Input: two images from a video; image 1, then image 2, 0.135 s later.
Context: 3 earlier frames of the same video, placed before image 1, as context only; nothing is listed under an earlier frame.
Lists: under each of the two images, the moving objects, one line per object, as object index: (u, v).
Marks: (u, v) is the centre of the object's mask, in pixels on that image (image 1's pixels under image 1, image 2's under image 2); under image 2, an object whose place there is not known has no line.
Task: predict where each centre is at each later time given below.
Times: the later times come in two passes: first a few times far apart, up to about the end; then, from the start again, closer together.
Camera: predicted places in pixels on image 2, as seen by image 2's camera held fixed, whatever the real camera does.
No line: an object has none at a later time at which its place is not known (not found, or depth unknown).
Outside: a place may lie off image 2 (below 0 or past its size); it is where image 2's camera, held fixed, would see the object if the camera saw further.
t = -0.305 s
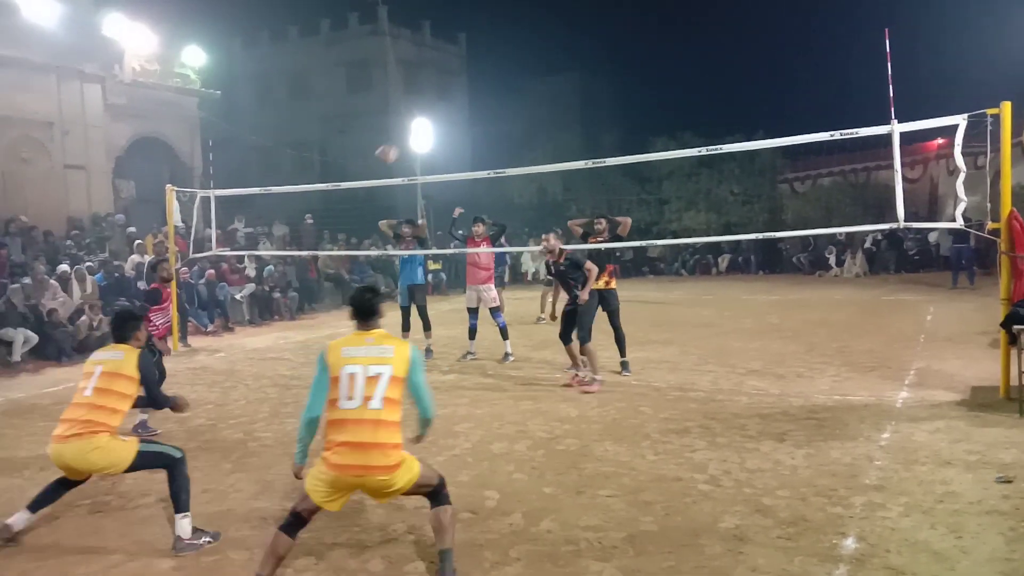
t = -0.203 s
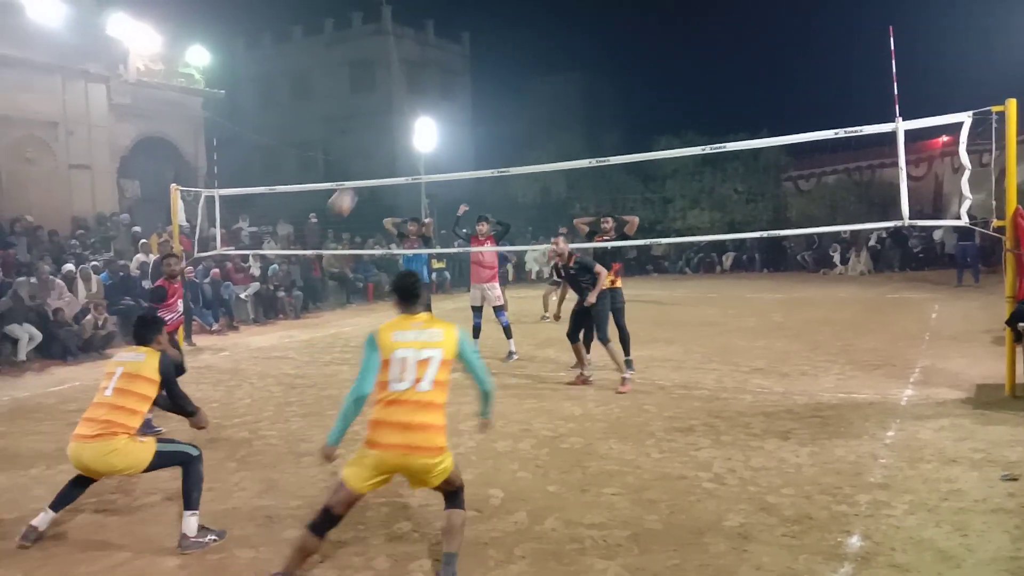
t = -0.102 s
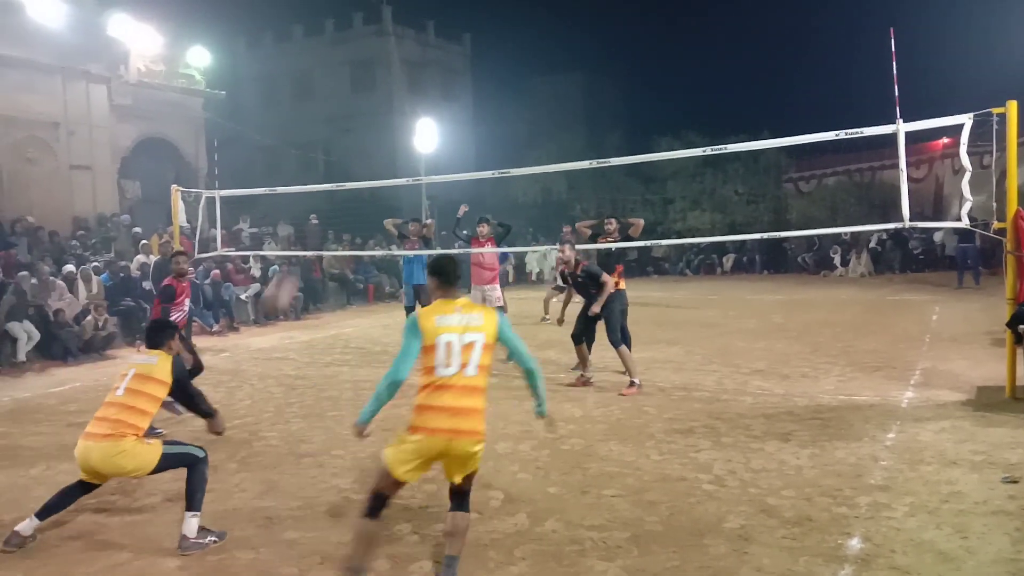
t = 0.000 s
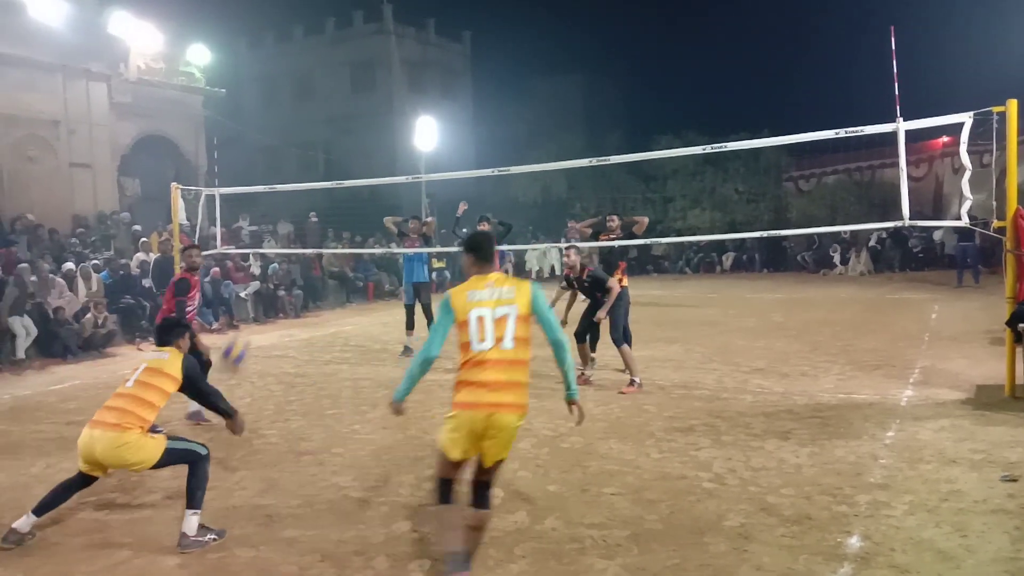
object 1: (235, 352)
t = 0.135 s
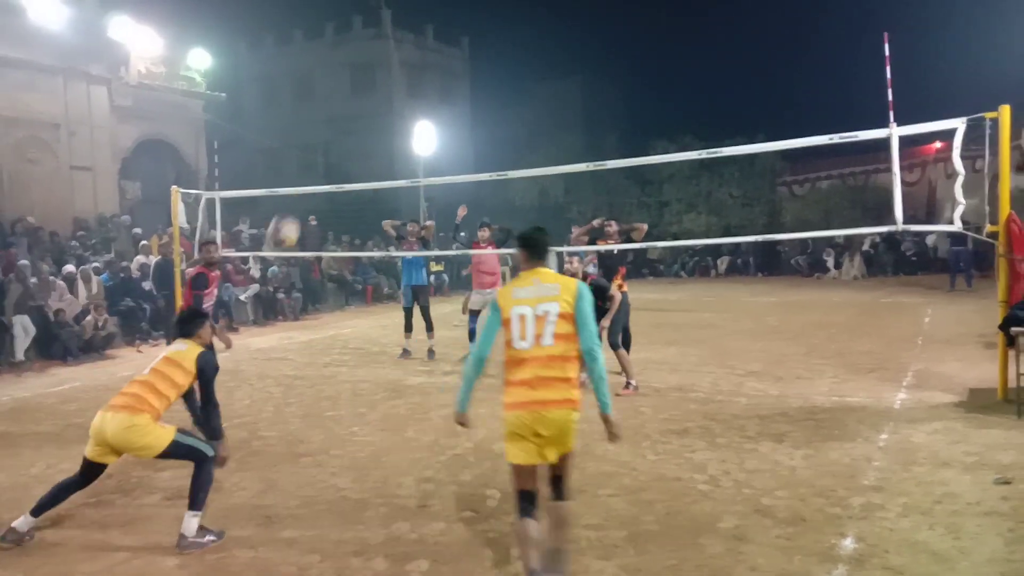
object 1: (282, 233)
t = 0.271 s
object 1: (327, 148)
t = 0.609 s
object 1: (422, 60)
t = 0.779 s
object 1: (462, 70)
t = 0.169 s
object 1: (294, 210)
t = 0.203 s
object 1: (307, 185)
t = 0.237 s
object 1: (316, 168)
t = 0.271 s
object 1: (327, 148)
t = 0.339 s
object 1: (348, 117)
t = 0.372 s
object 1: (358, 104)
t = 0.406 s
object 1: (367, 94)
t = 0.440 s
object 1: (377, 85)
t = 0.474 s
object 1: (386, 77)
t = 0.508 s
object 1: (395, 71)
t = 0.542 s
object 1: (404, 66)
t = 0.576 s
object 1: (413, 62)
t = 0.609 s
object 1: (422, 60)
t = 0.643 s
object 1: (430, 60)
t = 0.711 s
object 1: (446, 63)
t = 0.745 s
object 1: (454, 67)
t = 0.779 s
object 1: (462, 70)
